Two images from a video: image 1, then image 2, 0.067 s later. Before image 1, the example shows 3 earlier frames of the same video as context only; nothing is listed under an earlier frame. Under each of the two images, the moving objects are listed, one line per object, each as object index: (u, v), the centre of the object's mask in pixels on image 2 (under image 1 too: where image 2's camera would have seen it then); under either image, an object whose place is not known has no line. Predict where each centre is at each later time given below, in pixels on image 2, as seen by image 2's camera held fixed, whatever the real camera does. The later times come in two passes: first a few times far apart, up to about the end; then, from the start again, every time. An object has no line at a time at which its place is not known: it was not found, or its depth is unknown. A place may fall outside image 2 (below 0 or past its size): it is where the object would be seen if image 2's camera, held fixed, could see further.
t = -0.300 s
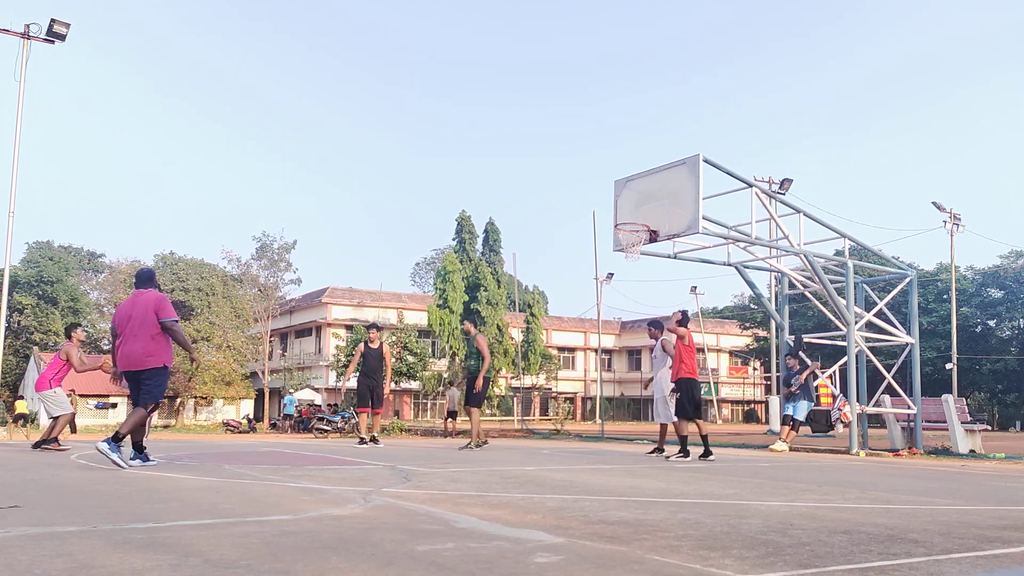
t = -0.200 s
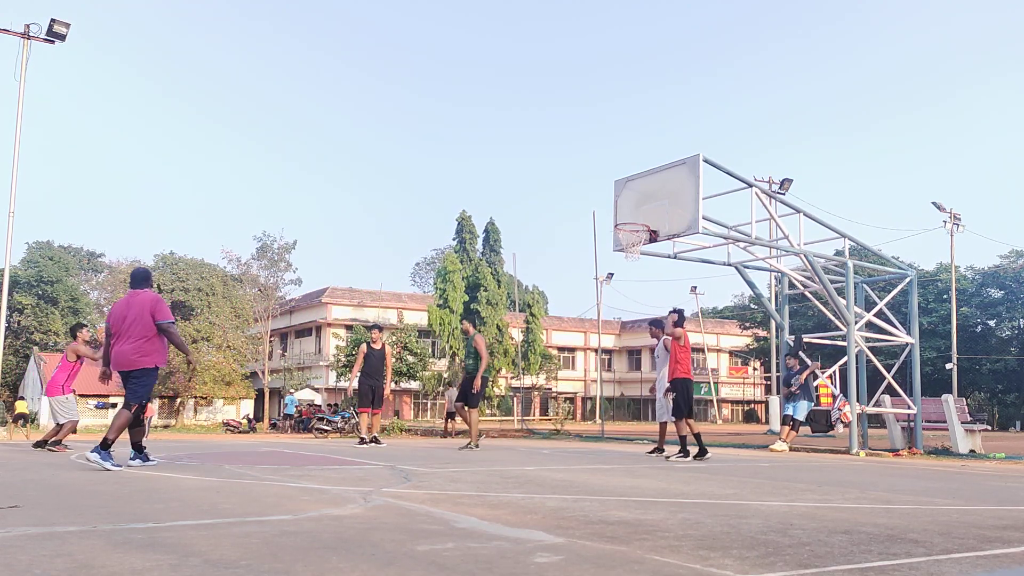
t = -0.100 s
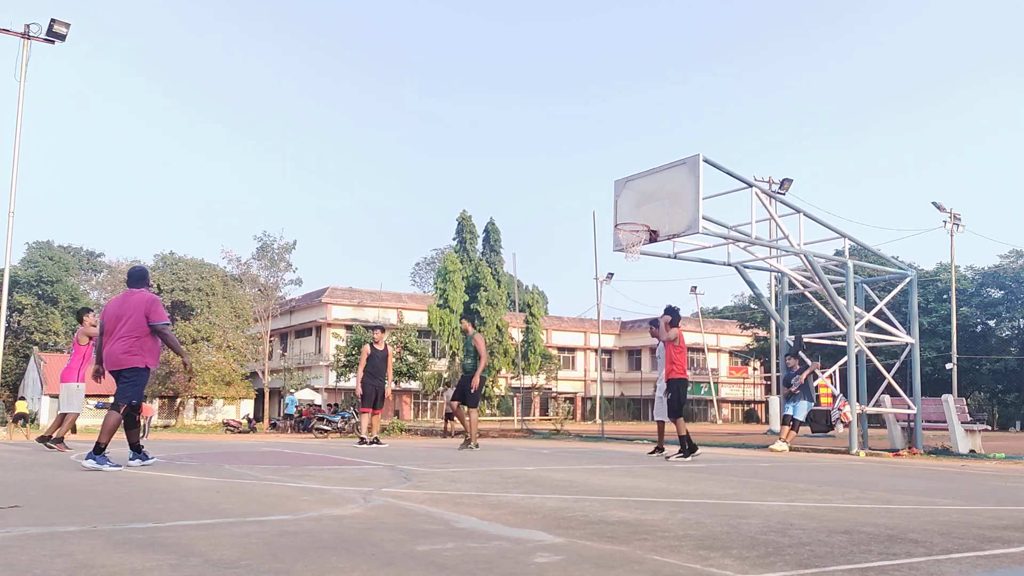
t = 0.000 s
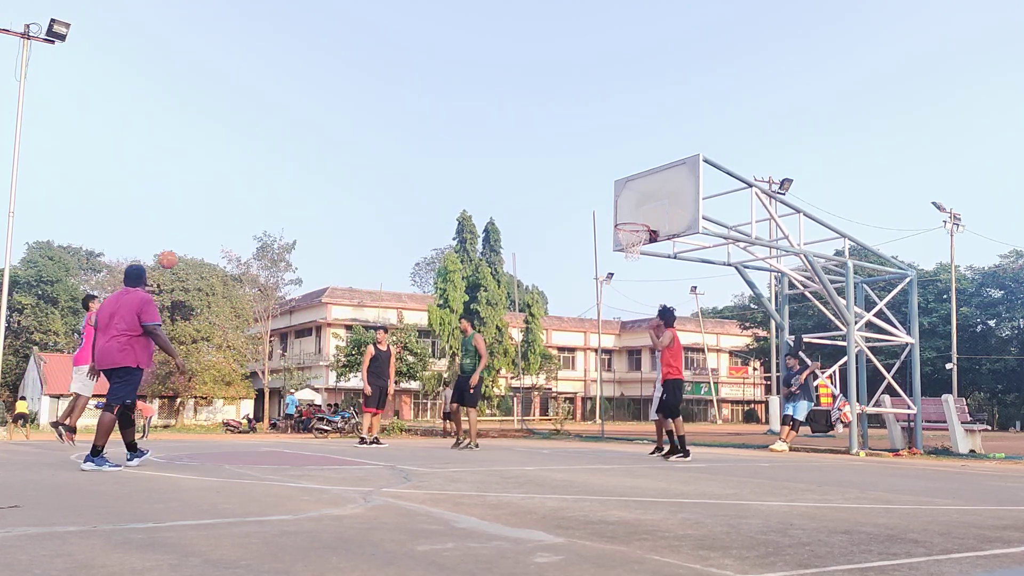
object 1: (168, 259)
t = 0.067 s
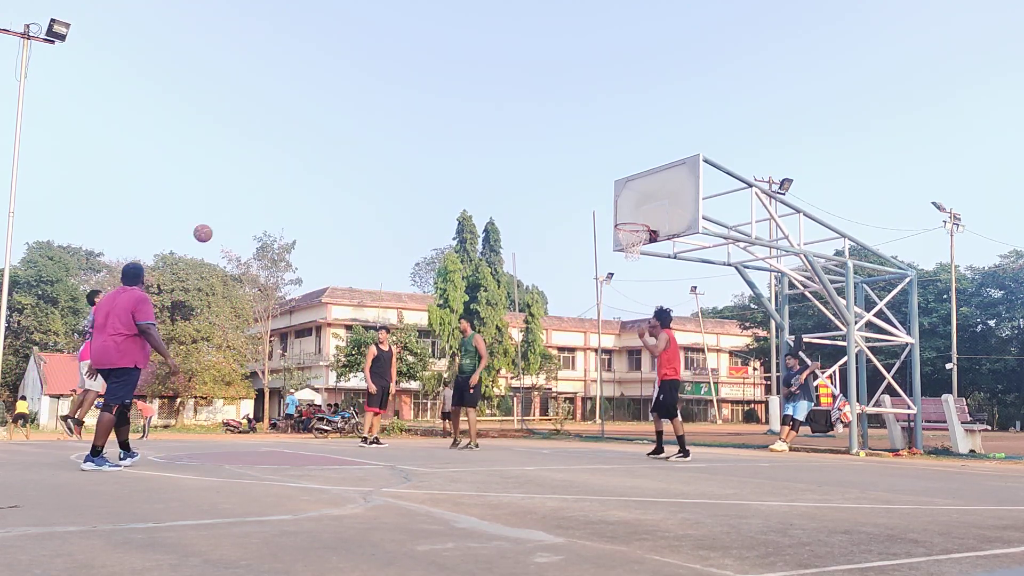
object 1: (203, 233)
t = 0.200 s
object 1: (270, 192)
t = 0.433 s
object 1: (376, 153)
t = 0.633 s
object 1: (459, 149)
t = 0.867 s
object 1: (551, 177)
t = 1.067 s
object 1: (620, 216)
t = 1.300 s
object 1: (634, 183)
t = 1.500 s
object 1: (615, 176)
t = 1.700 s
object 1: (595, 196)
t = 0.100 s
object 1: (220, 221)
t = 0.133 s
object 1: (237, 211)
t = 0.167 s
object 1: (253, 201)
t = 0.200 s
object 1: (270, 192)
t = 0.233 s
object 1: (286, 184)
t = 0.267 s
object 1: (301, 177)
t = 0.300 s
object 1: (317, 170)
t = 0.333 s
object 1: (332, 165)
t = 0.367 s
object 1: (347, 160)
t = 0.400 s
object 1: (361, 156)
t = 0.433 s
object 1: (376, 153)
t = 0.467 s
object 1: (390, 151)
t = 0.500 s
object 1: (404, 149)
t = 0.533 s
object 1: (418, 148)
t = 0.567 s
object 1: (432, 147)
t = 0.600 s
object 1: (446, 148)
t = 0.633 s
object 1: (459, 149)
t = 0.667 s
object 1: (473, 151)
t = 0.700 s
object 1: (486, 154)
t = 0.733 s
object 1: (499, 157)
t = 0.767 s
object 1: (512, 161)
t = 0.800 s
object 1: (525, 165)
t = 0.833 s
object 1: (538, 171)
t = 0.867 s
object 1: (551, 177)
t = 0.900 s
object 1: (563, 184)
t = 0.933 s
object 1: (576, 191)
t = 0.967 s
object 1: (588, 200)
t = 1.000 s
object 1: (601, 209)
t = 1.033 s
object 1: (613, 218)
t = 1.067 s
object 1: (620, 216)
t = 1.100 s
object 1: (625, 210)
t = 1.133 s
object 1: (631, 205)
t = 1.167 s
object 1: (636, 200)
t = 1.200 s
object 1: (641, 196)
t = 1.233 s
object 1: (640, 191)
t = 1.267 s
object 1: (637, 187)
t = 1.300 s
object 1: (634, 183)
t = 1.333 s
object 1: (631, 180)
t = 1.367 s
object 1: (628, 177)
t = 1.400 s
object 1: (624, 176)
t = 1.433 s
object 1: (621, 175)
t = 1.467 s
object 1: (618, 175)
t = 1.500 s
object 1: (615, 176)
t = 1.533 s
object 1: (611, 177)
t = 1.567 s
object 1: (608, 180)
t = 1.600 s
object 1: (605, 182)
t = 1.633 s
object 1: (602, 186)
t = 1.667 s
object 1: (599, 190)
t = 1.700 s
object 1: (595, 196)
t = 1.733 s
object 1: (592, 202)
